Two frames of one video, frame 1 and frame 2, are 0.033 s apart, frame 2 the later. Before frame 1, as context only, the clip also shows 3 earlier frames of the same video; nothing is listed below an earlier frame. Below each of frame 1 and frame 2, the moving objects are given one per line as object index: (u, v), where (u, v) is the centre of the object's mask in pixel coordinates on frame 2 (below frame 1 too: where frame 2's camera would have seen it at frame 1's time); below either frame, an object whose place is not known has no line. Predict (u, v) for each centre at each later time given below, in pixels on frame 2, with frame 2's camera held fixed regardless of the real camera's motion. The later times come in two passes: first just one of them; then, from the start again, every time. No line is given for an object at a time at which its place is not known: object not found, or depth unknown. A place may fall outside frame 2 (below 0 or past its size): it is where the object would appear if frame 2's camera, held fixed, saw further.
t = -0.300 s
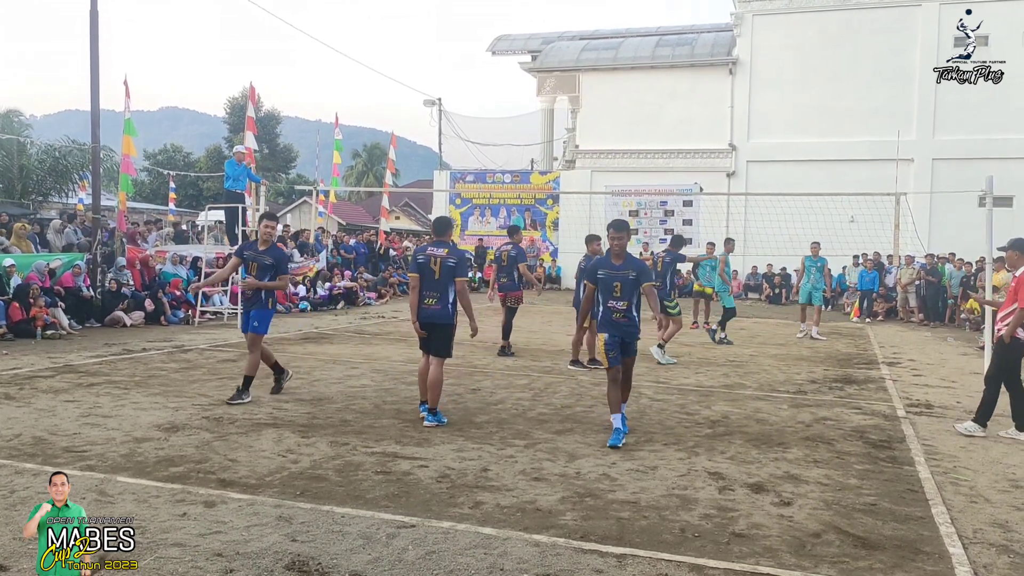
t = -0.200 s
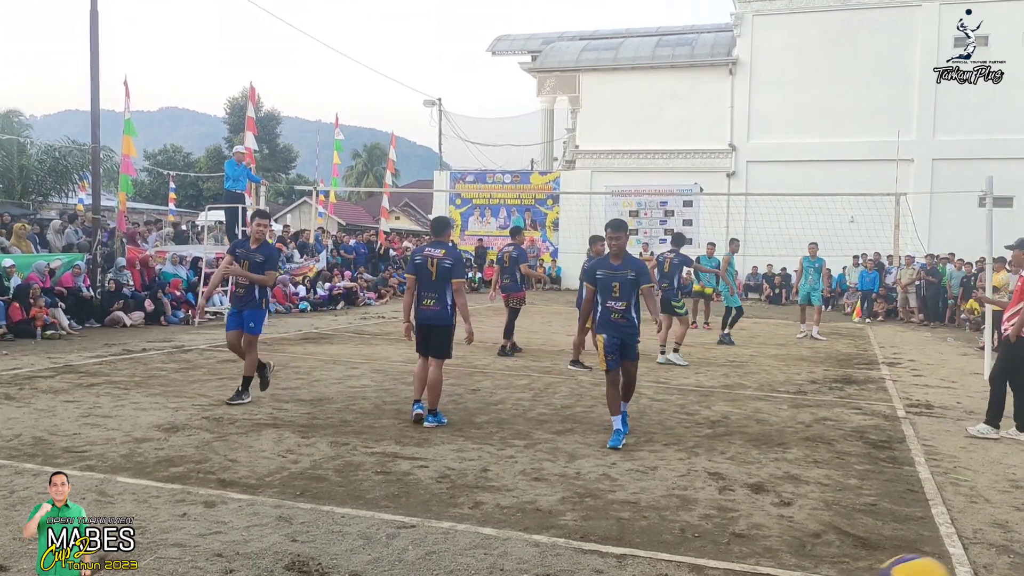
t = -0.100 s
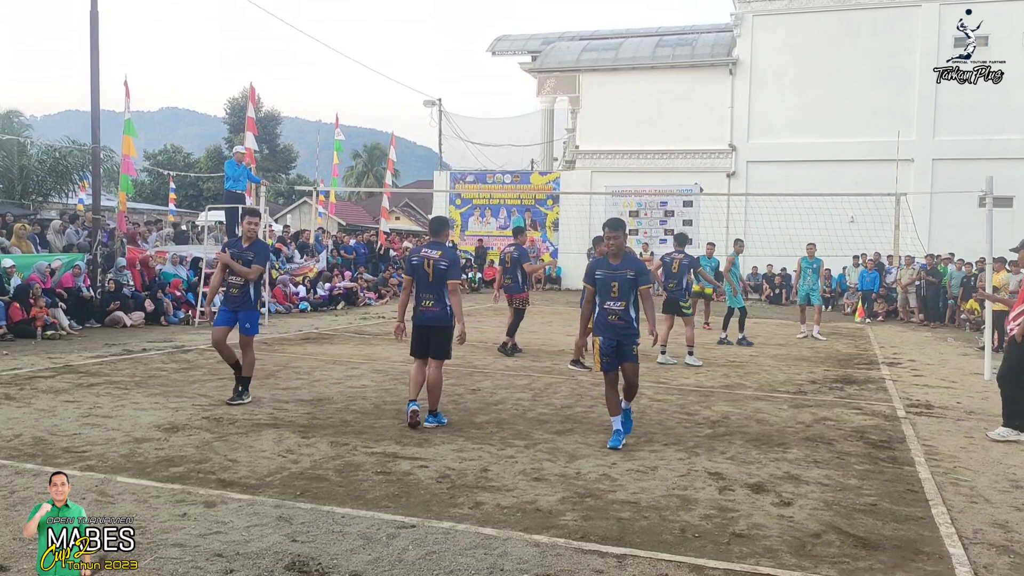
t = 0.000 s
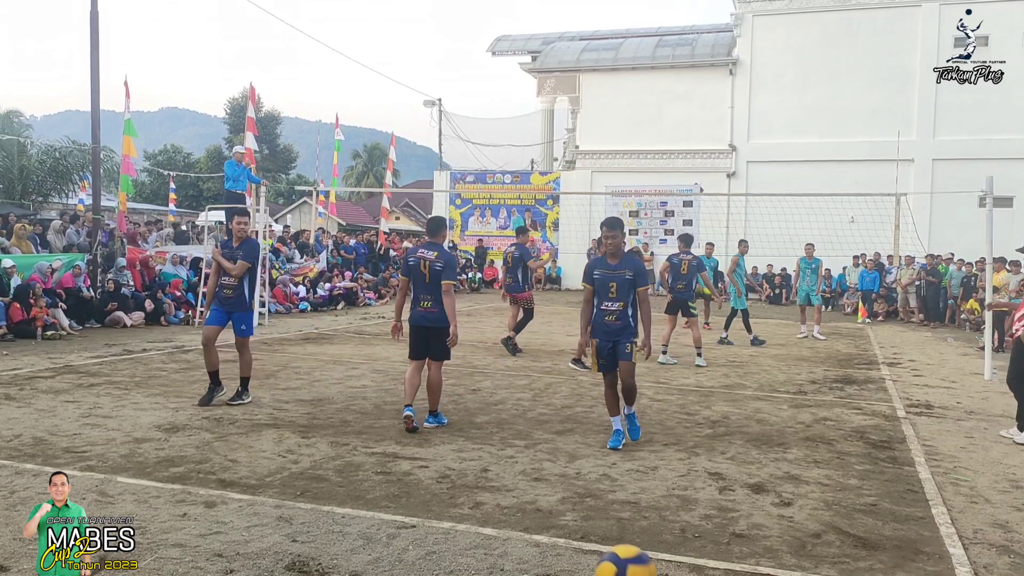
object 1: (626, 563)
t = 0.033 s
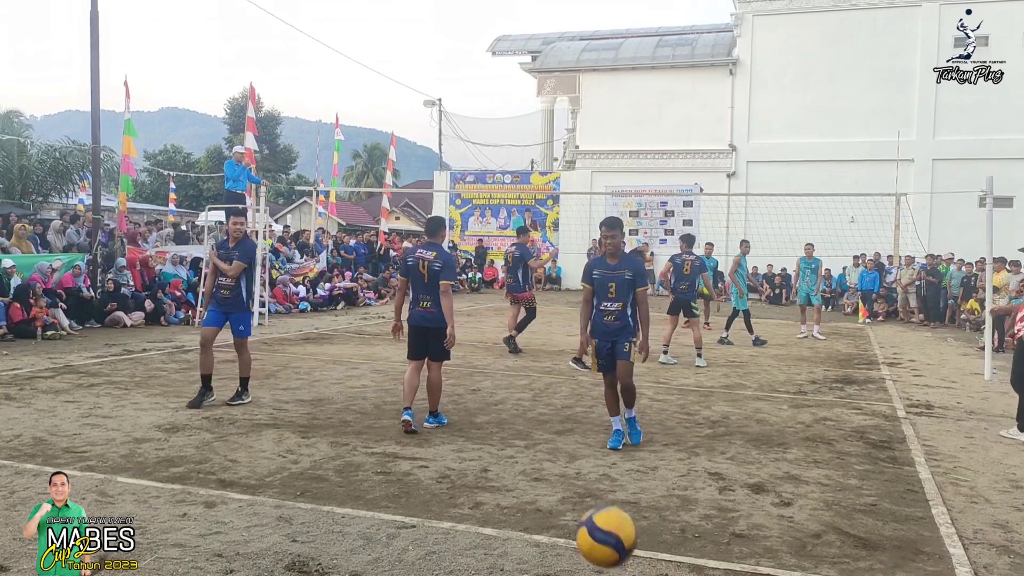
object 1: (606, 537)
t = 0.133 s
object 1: (550, 441)
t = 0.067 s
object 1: (587, 501)
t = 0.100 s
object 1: (568, 469)
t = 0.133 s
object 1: (550, 441)
